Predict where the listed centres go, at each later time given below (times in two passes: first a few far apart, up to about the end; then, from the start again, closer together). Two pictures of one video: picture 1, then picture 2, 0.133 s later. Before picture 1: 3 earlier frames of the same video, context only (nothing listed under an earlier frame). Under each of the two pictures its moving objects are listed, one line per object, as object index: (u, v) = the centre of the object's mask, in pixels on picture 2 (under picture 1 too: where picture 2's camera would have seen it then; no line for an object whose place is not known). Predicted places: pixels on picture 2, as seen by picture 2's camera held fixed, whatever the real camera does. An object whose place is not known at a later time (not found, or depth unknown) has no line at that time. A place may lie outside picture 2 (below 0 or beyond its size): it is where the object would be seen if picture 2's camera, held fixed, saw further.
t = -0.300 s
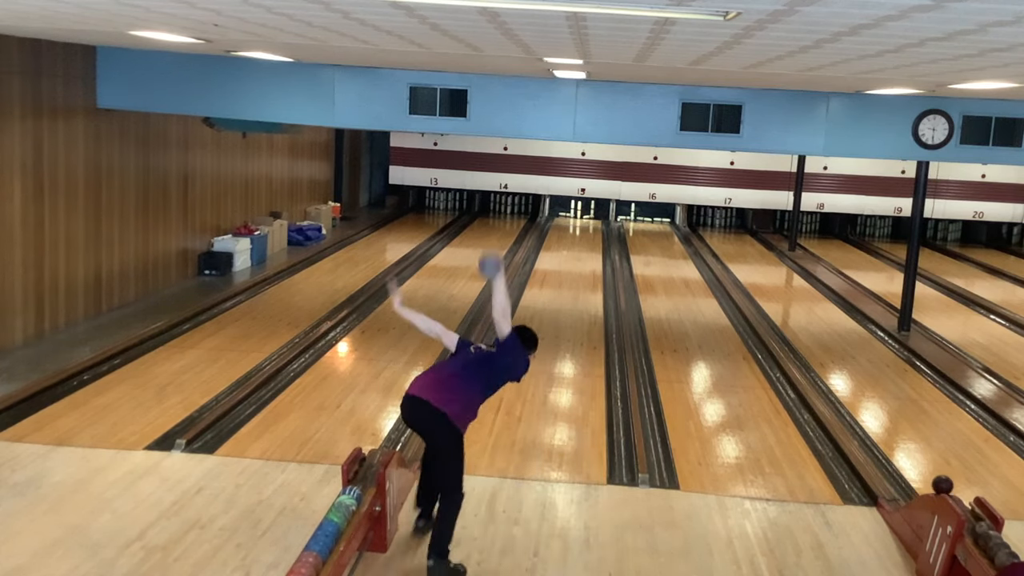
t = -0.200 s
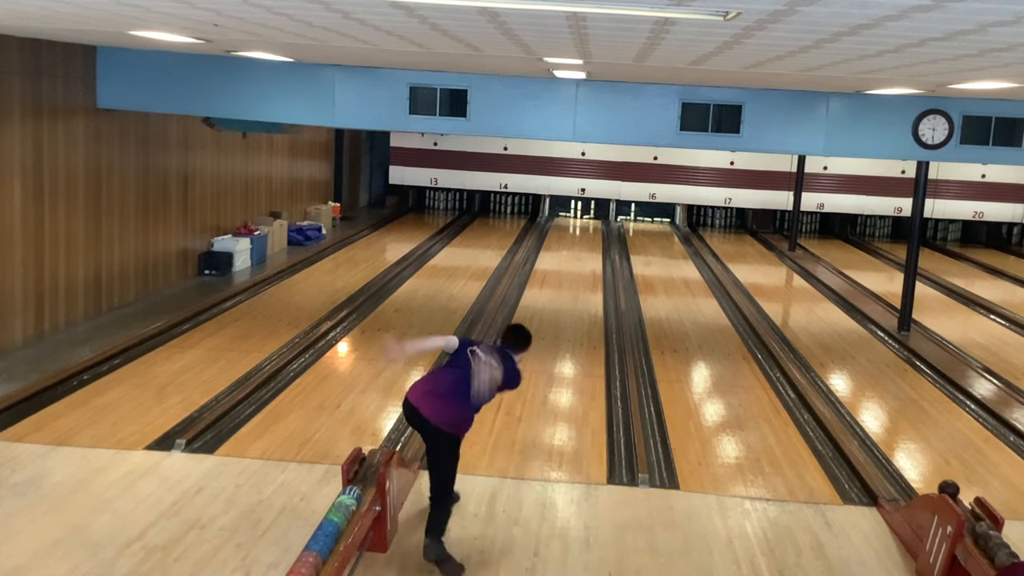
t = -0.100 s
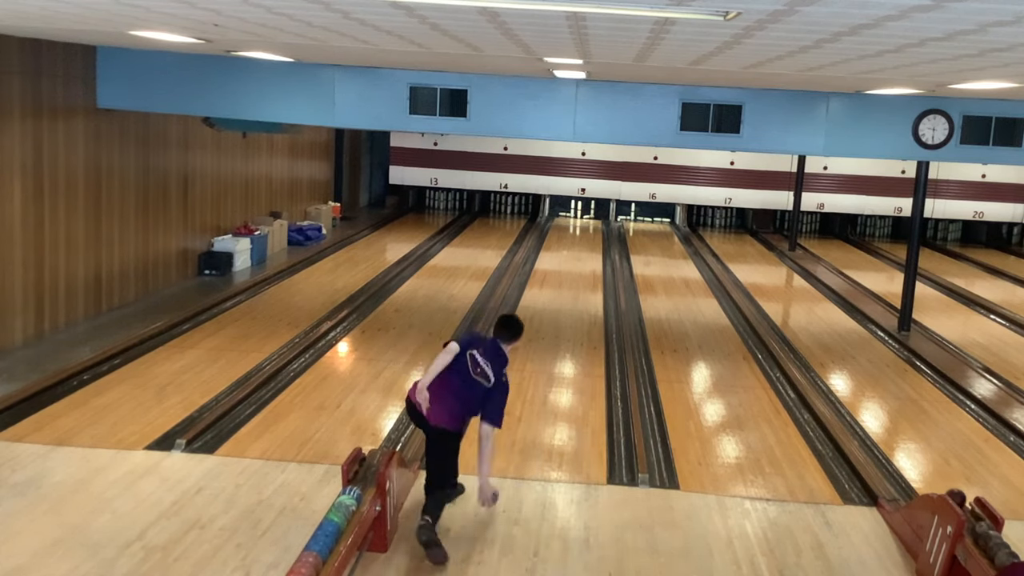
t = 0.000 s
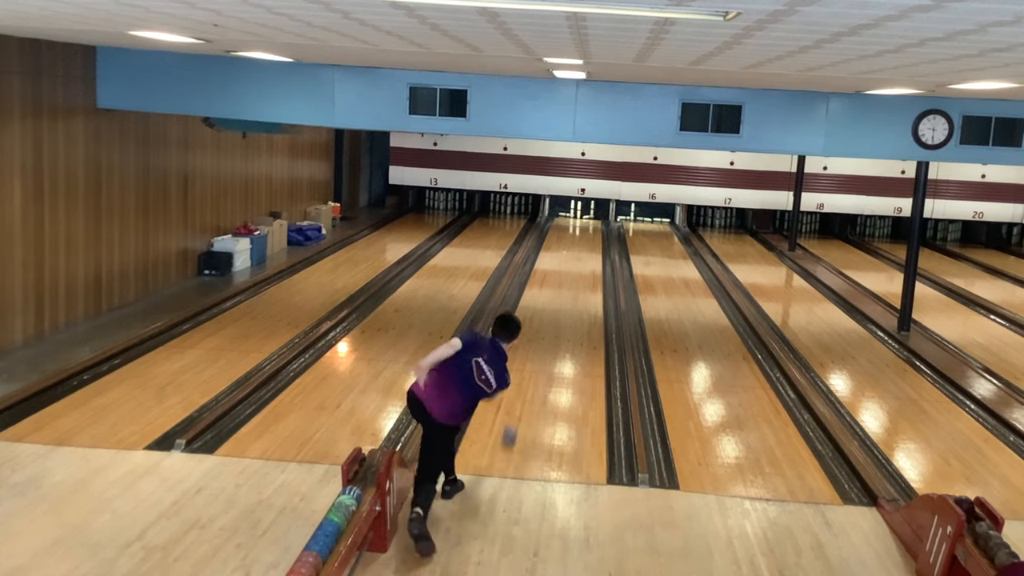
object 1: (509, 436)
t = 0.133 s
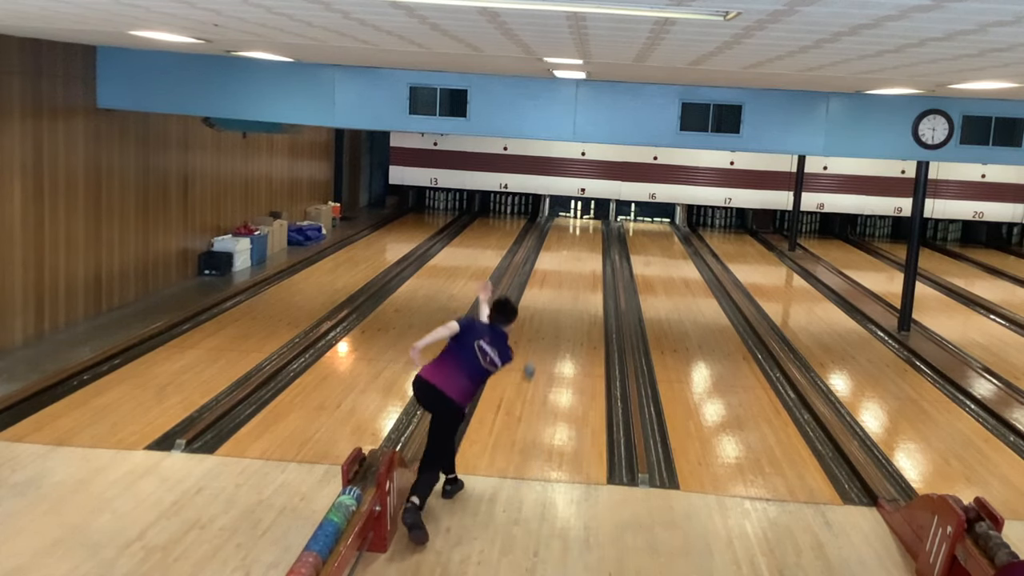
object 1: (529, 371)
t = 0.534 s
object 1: (559, 275)
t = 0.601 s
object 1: (562, 265)
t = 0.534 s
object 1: (559, 275)
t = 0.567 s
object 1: (560, 270)
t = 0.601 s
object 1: (562, 265)
